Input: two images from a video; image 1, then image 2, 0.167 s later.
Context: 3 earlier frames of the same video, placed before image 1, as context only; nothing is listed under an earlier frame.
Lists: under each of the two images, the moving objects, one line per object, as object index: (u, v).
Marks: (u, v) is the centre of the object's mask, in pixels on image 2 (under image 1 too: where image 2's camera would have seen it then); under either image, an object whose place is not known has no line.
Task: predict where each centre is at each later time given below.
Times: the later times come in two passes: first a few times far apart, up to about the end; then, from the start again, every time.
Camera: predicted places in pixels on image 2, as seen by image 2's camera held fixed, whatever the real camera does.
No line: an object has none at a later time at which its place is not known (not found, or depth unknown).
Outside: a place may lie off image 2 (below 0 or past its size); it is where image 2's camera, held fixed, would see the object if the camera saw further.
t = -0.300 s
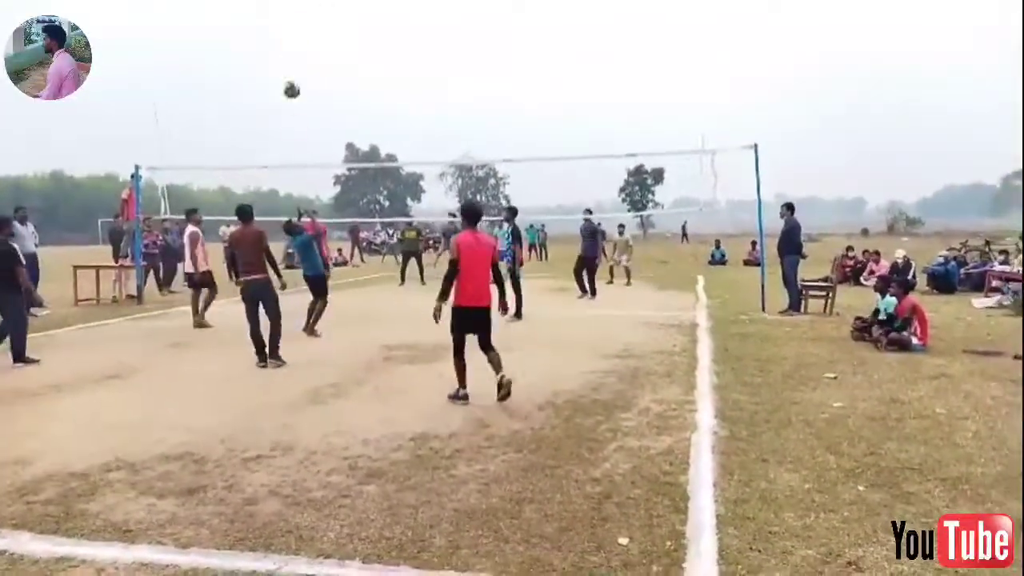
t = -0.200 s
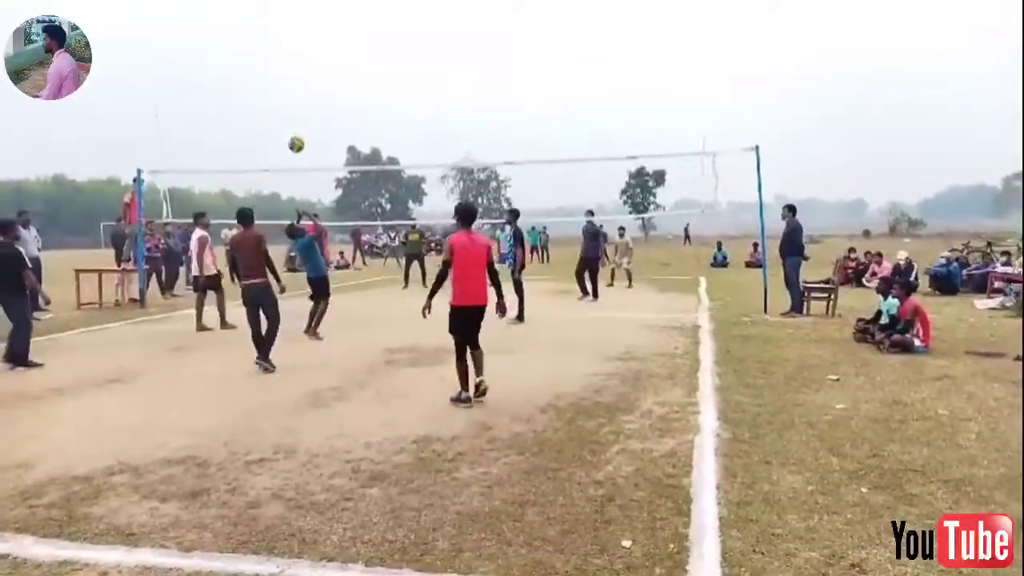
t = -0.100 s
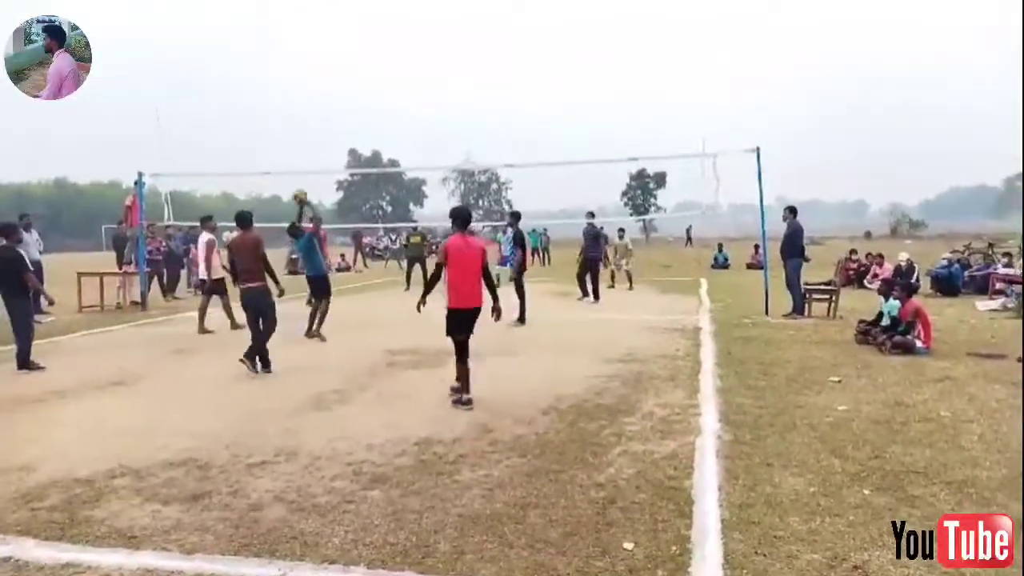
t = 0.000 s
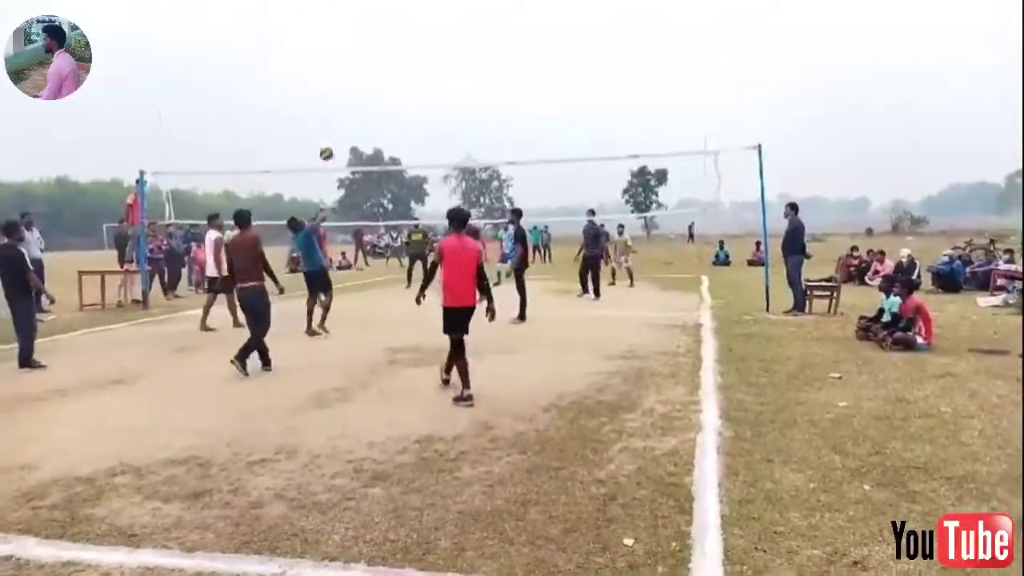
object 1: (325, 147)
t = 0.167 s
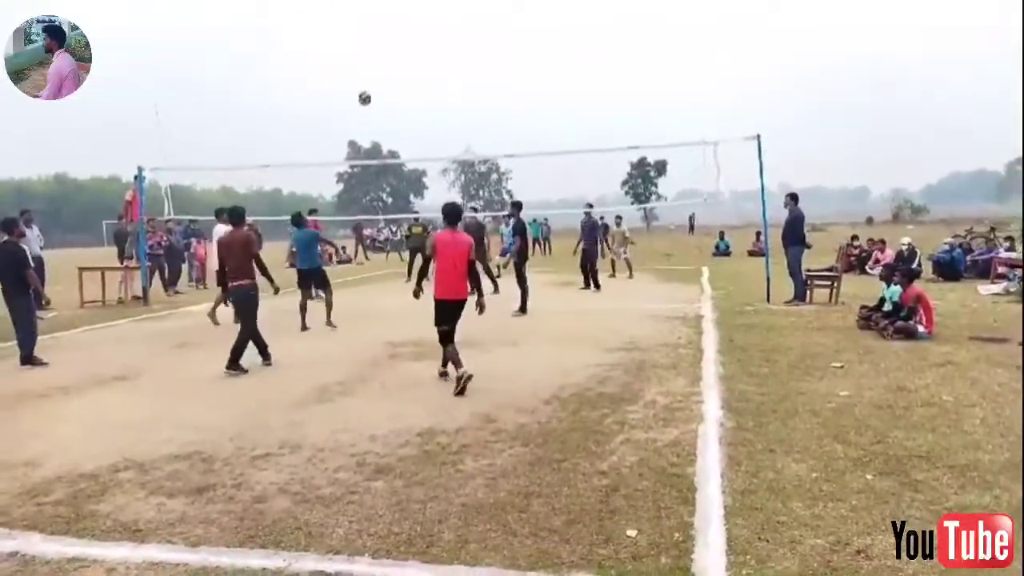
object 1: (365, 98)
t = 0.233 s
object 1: (379, 86)
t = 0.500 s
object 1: (430, 68)
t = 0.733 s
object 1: (462, 84)
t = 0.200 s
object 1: (372, 92)
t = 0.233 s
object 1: (379, 86)
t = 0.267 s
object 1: (387, 81)
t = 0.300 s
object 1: (393, 77)
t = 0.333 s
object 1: (400, 74)
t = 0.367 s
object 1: (406, 71)
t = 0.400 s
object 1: (413, 69)
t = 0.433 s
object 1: (419, 68)
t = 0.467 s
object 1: (425, 67)
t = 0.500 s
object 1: (430, 68)
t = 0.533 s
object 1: (435, 68)
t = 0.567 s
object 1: (440, 69)
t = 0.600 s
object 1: (445, 71)
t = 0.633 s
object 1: (450, 73)
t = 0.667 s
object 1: (454, 77)
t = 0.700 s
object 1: (458, 80)
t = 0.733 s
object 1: (462, 84)
